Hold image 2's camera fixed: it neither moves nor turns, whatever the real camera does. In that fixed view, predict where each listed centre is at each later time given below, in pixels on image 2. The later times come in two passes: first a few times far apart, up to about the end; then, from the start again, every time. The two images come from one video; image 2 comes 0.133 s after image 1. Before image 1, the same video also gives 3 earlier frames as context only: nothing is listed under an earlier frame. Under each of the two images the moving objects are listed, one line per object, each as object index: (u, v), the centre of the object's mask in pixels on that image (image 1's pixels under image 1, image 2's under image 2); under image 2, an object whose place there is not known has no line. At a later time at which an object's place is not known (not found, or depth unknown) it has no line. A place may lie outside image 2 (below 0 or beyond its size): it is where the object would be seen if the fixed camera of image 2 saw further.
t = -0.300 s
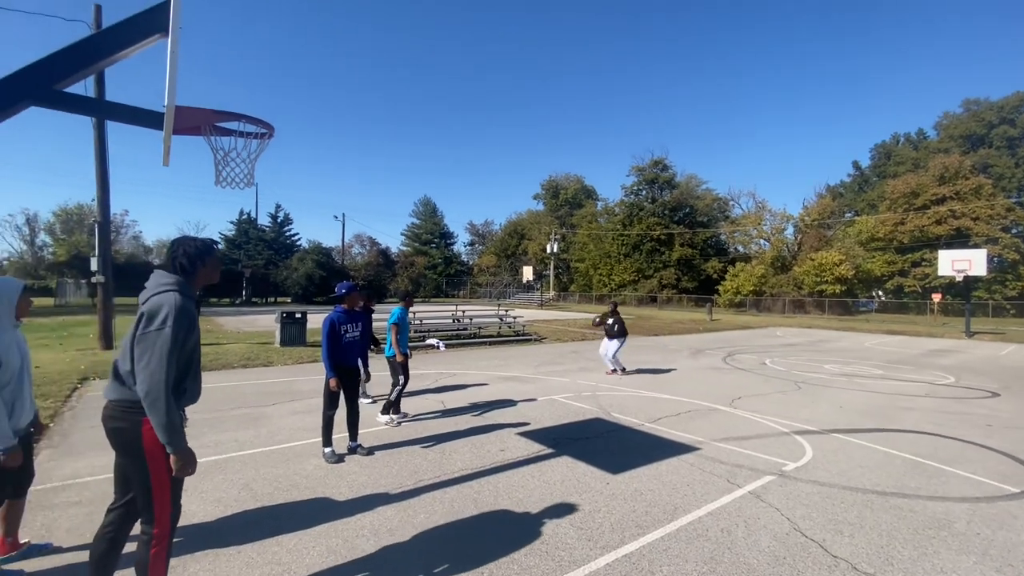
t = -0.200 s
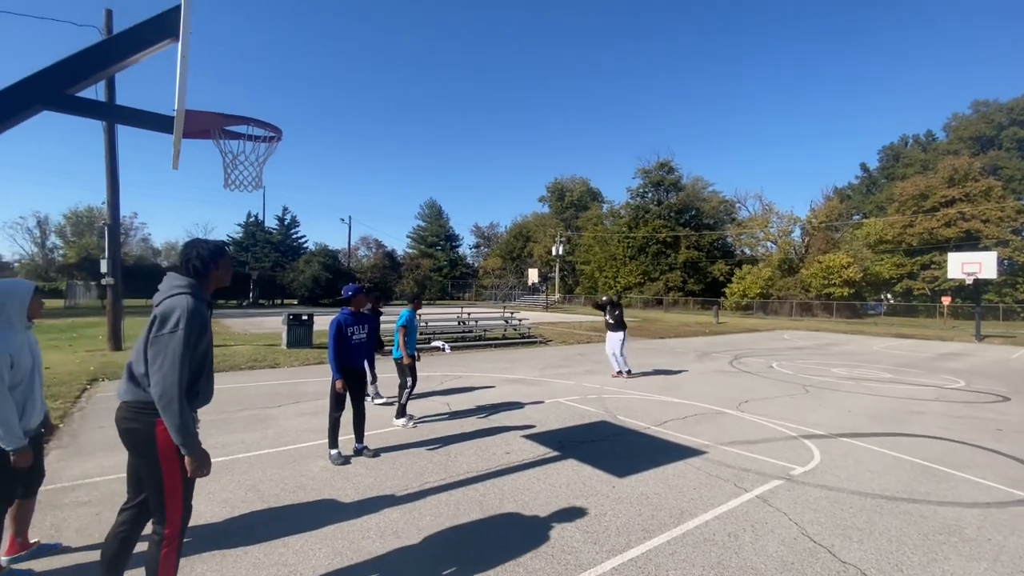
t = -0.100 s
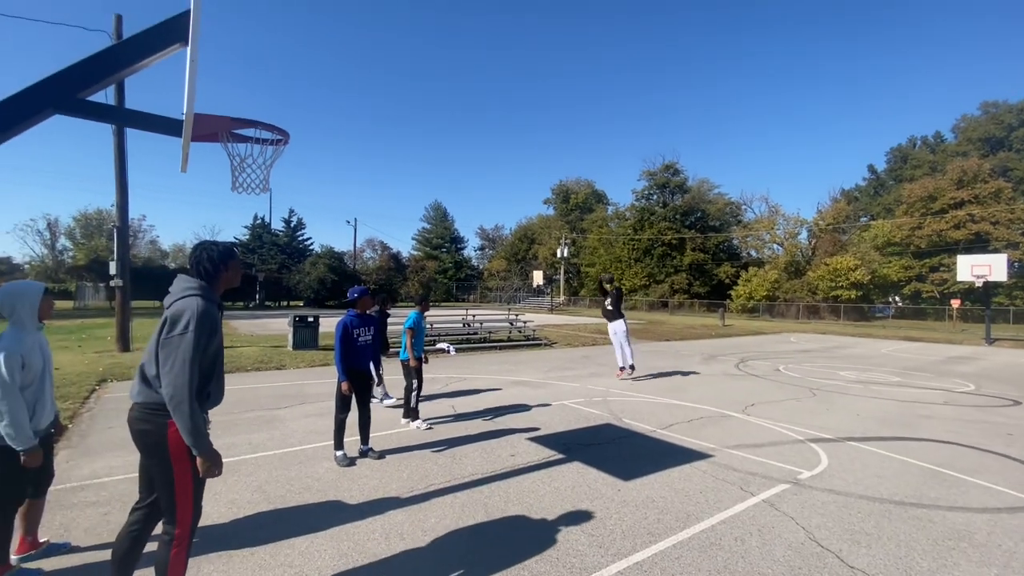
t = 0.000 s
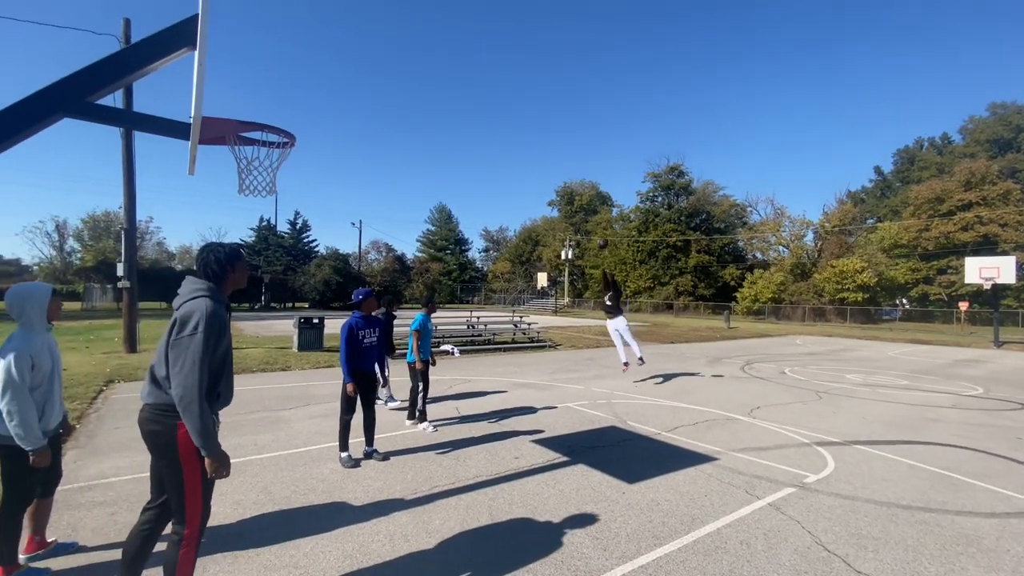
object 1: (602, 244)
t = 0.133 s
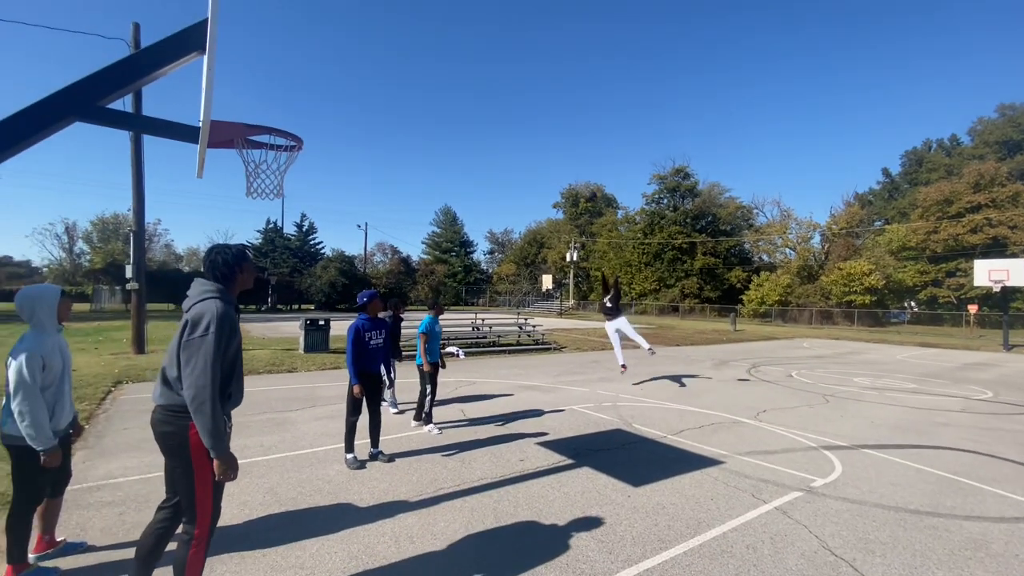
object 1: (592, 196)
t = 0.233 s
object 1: (576, 162)
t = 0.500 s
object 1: (528, 81)
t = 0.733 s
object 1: (470, 29)
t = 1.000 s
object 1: (371, 8)
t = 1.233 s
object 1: (232, 53)
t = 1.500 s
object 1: (375, 142)
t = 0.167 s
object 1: (586, 185)
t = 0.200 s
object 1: (581, 173)
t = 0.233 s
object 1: (576, 162)
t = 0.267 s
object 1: (571, 151)
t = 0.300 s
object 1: (565, 140)
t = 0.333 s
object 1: (560, 129)
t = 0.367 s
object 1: (554, 119)
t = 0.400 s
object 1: (548, 109)
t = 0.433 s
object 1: (542, 99)
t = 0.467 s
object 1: (535, 90)
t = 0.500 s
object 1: (528, 81)
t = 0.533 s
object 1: (521, 72)
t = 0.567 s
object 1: (514, 64)
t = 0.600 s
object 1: (506, 56)
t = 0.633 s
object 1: (498, 48)
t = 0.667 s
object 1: (489, 41)
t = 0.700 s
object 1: (480, 35)
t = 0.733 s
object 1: (470, 29)
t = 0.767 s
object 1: (460, 23)
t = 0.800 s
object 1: (450, 19)
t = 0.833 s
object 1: (438, 15)
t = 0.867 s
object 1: (426, 12)
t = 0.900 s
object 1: (414, 10)
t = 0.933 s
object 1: (401, 8)
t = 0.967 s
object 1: (386, 7)
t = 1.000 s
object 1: (371, 8)
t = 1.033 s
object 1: (355, 10)
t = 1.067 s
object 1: (337, 13)
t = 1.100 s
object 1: (319, 18)
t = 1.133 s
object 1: (299, 24)
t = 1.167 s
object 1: (278, 31)
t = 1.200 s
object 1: (255, 41)
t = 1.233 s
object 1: (232, 53)
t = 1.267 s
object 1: (242, 71)
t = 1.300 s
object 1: (260, 91)
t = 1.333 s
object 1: (277, 113)
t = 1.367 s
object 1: (295, 128)
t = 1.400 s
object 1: (315, 135)
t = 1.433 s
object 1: (336, 136)
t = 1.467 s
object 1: (356, 138)
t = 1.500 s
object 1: (375, 142)
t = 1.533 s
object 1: (393, 146)
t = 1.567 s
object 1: (409, 151)
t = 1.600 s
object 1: (425, 157)
